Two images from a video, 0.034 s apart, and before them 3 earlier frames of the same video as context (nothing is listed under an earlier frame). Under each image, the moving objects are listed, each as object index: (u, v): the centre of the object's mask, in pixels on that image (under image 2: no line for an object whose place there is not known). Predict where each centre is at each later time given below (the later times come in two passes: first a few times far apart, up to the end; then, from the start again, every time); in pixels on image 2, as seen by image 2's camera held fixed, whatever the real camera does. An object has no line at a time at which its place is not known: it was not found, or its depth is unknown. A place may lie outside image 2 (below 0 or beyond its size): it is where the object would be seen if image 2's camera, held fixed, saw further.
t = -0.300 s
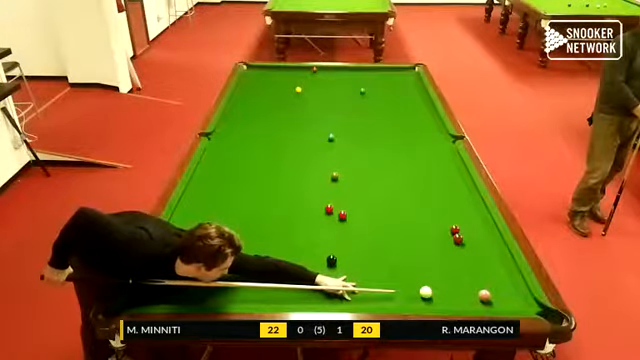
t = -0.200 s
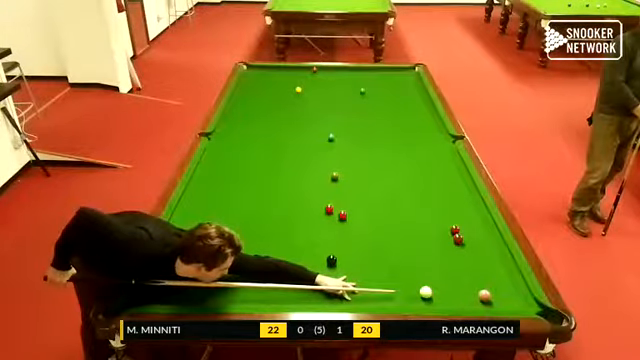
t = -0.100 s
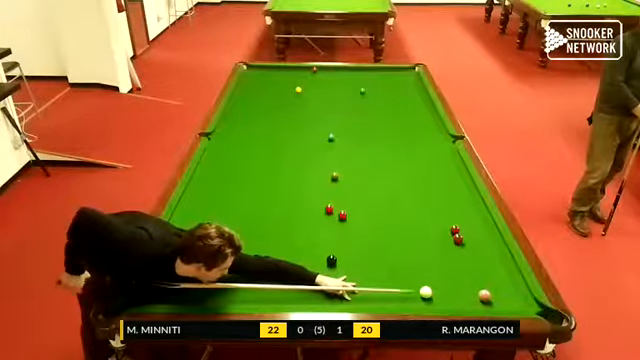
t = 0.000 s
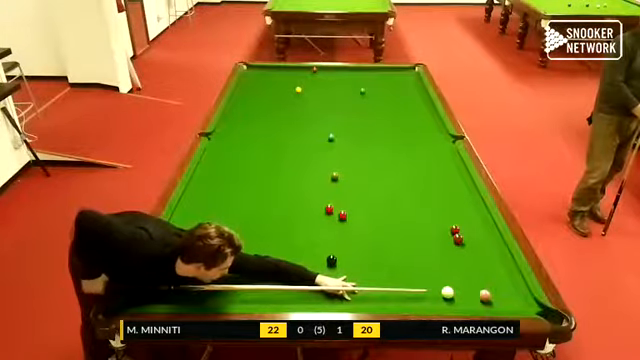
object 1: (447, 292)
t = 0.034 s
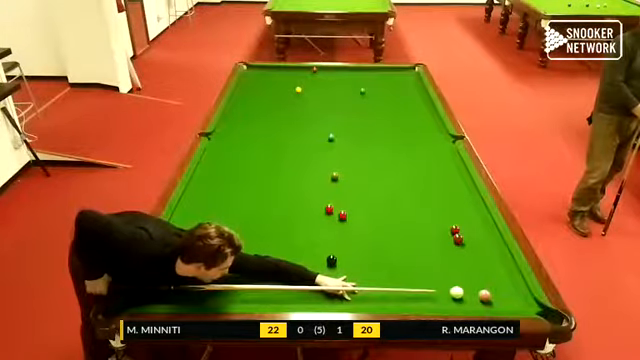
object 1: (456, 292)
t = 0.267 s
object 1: (480, 284)
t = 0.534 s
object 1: (493, 273)
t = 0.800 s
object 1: (505, 264)
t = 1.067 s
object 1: (501, 255)
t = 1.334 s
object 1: (487, 248)
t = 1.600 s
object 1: (477, 240)
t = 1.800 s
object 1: (471, 237)
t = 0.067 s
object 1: (466, 292)
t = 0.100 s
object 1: (472, 292)
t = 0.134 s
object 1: (473, 290)
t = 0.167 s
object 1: (474, 288)
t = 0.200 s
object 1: (476, 287)
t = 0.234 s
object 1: (478, 285)
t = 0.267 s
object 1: (480, 284)
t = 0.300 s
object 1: (482, 282)
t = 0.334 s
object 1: (483, 281)
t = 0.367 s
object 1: (485, 280)
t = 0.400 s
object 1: (487, 278)
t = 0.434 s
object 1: (488, 277)
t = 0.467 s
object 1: (490, 276)
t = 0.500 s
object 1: (492, 274)
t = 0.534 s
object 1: (493, 273)
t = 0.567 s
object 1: (495, 272)
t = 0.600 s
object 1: (496, 271)
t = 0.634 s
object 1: (498, 270)
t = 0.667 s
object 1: (499, 269)
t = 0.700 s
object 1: (501, 267)
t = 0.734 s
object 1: (502, 266)
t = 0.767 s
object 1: (503, 265)
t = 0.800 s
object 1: (505, 264)
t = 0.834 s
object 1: (506, 263)
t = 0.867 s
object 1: (508, 262)
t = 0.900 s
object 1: (509, 261)
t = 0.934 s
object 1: (508, 259)
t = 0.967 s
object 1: (505, 258)
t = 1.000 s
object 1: (504, 257)
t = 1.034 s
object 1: (502, 256)
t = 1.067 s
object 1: (501, 255)
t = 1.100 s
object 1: (499, 254)
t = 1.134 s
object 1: (498, 253)
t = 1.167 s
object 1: (495, 252)
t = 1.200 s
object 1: (495, 251)
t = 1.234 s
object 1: (492, 250)
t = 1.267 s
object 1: (491, 249)
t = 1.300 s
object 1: (489, 248)
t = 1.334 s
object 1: (487, 248)
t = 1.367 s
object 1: (486, 246)
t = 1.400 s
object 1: (485, 246)
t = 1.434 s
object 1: (484, 245)
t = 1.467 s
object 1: (482, 244)
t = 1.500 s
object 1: (481, 243)
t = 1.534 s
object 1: (480, 242)
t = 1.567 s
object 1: (479, 241)
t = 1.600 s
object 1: (477, 240)
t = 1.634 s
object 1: (475, 240)
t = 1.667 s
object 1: (474, 239)
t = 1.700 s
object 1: (472, 238)
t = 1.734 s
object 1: (471, 237)
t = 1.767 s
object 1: (471, 237)
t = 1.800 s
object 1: (471, 237)
